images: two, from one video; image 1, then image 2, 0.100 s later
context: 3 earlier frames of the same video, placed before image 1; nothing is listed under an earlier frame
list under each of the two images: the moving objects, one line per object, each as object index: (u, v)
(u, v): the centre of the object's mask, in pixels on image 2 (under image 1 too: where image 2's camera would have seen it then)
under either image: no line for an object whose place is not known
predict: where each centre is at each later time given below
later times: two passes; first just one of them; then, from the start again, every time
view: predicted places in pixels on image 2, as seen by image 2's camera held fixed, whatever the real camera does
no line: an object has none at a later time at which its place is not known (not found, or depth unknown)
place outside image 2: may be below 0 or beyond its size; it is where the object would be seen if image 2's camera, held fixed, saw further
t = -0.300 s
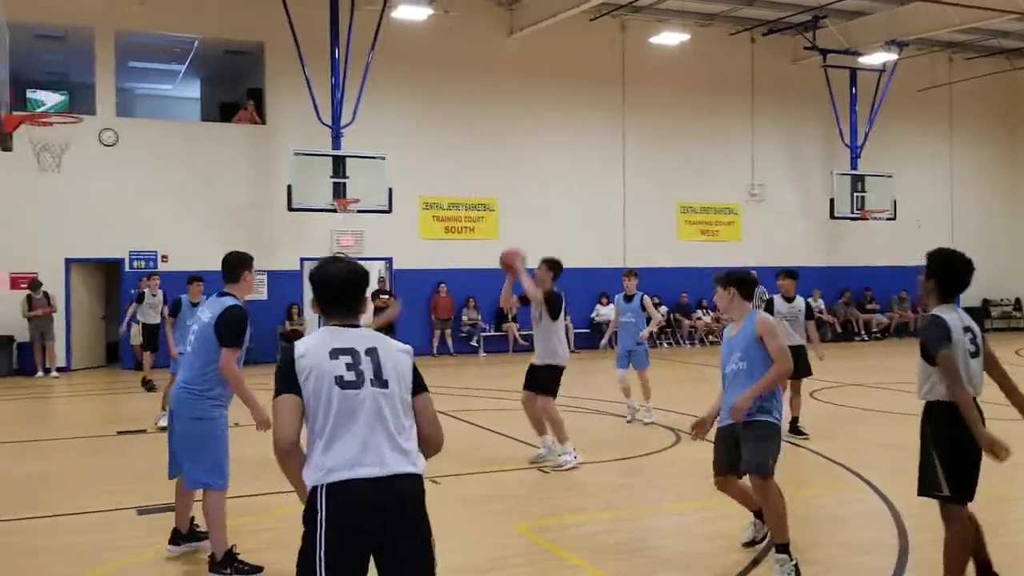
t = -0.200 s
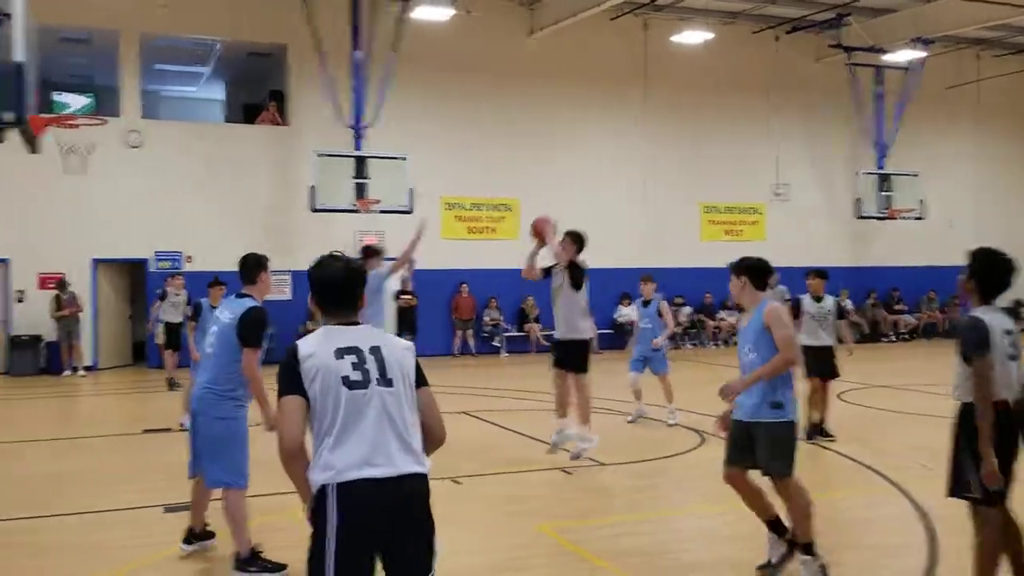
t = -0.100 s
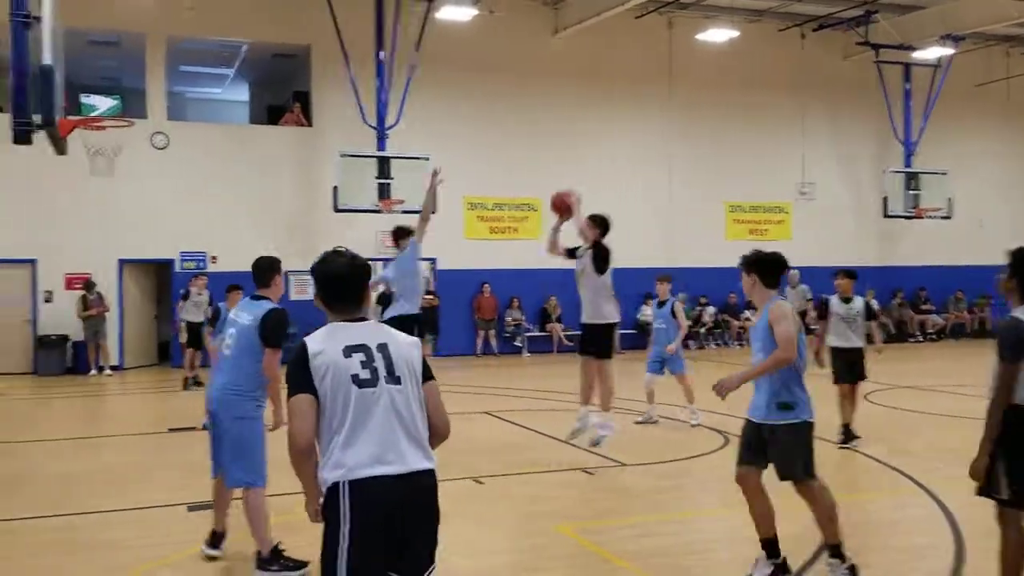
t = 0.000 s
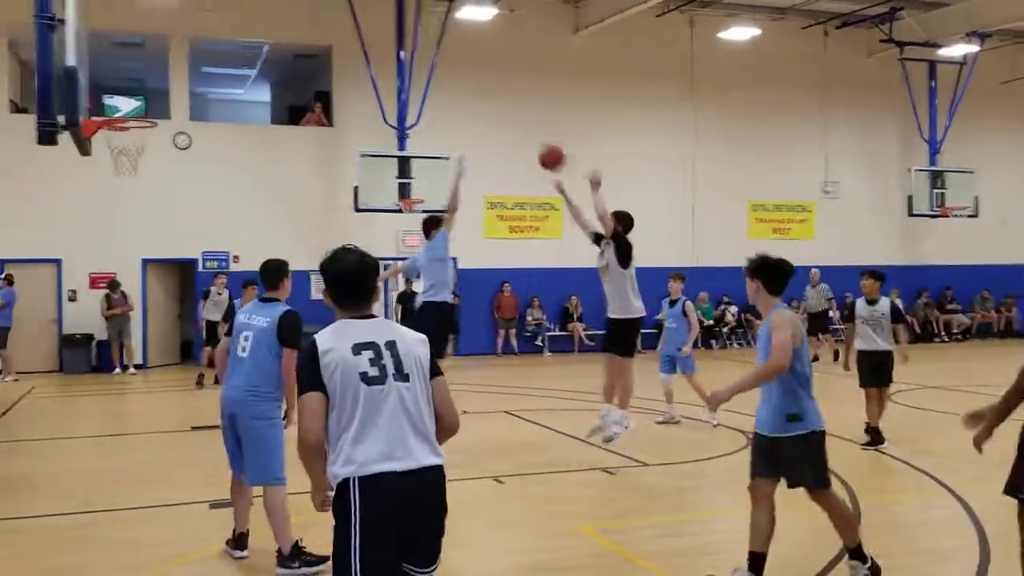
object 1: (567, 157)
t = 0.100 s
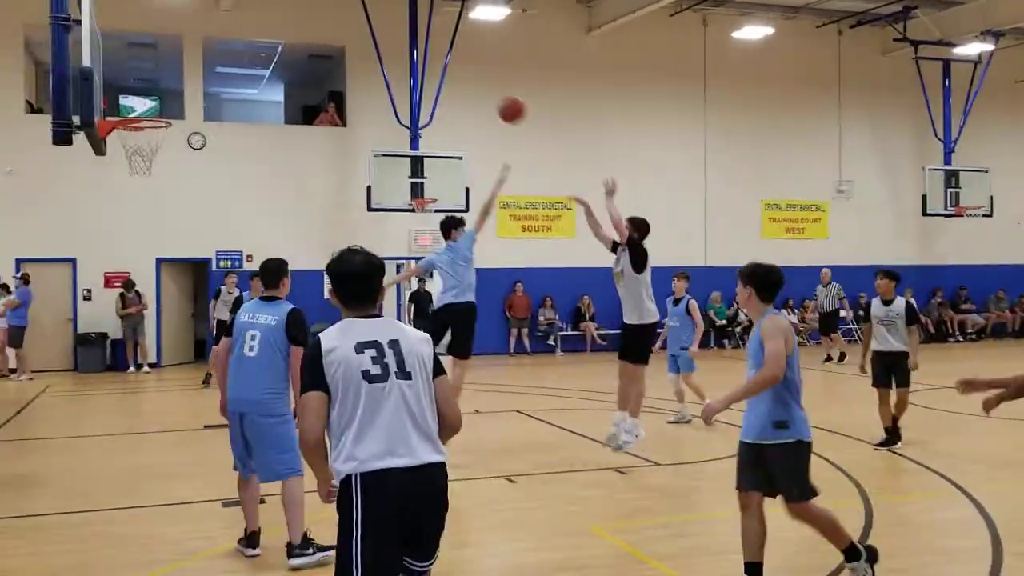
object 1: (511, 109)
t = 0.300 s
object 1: (406, 47)
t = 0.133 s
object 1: (493, 96)
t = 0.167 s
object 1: (475, 83)
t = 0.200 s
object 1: (458, 73)
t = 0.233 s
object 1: (441, 64)
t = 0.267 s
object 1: (424, 54)
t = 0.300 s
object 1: (406, 47)
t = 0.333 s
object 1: (389, 41)
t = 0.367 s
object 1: (370, 36)
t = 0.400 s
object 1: (356, 33)
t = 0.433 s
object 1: (336, 30)
